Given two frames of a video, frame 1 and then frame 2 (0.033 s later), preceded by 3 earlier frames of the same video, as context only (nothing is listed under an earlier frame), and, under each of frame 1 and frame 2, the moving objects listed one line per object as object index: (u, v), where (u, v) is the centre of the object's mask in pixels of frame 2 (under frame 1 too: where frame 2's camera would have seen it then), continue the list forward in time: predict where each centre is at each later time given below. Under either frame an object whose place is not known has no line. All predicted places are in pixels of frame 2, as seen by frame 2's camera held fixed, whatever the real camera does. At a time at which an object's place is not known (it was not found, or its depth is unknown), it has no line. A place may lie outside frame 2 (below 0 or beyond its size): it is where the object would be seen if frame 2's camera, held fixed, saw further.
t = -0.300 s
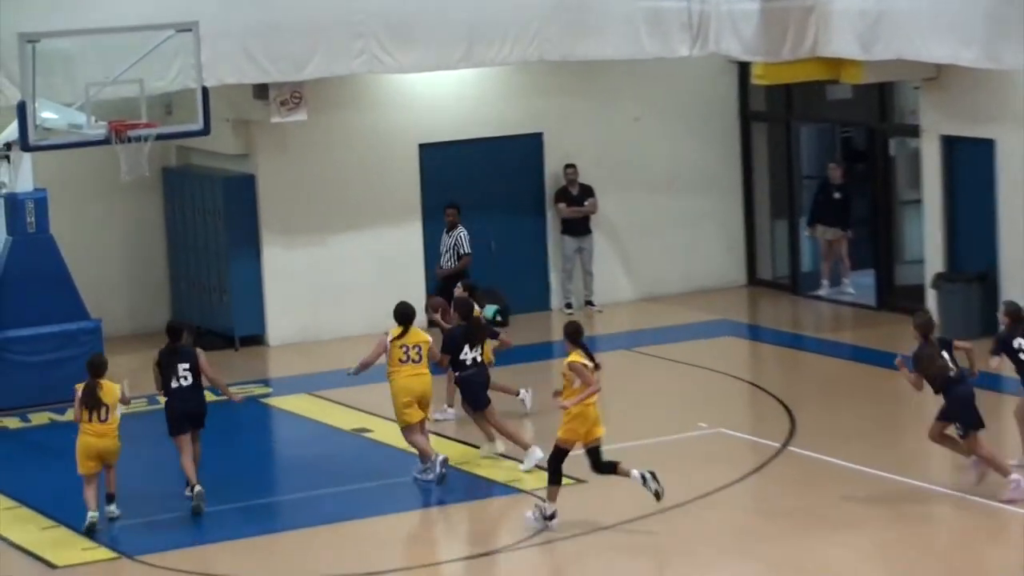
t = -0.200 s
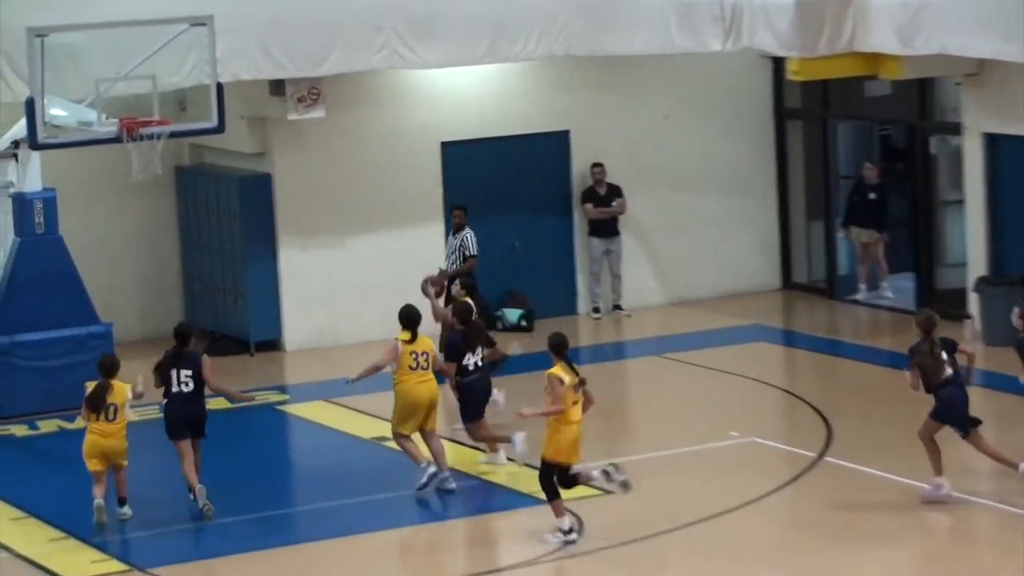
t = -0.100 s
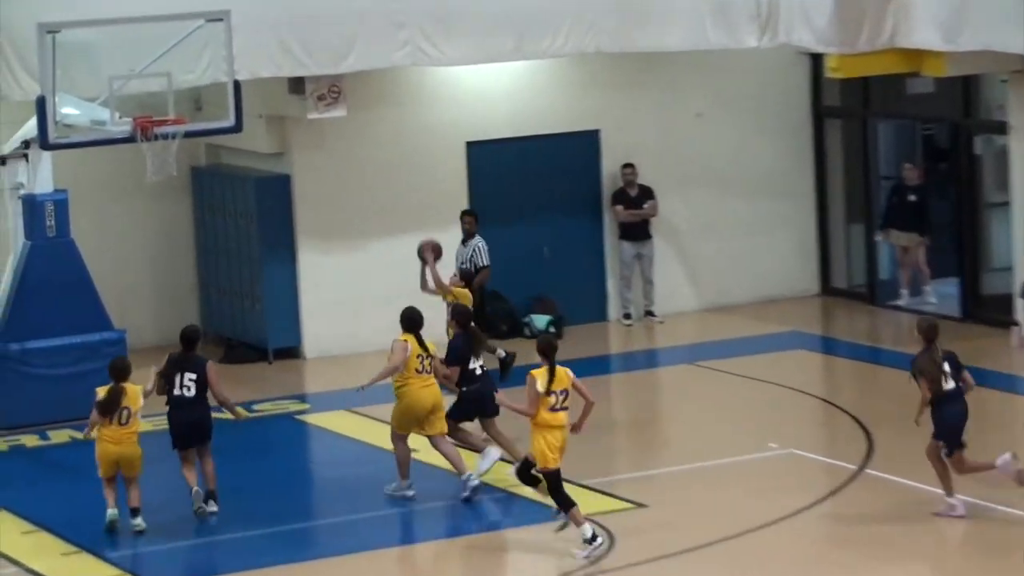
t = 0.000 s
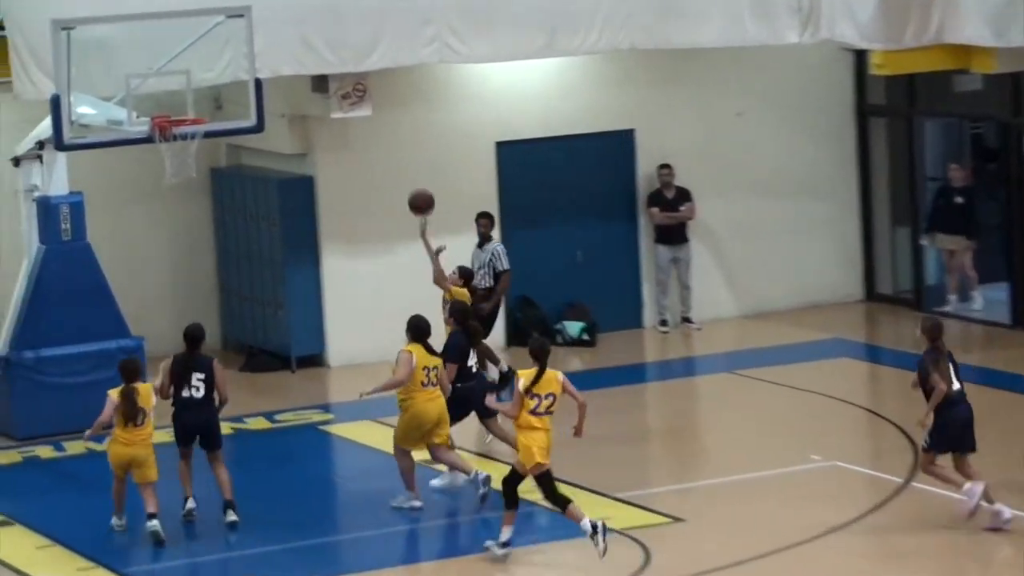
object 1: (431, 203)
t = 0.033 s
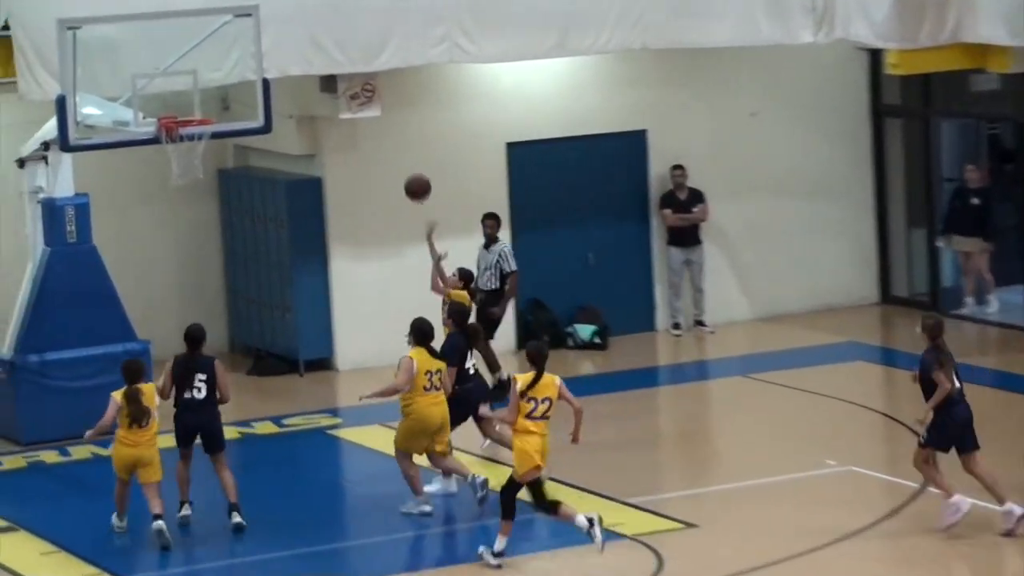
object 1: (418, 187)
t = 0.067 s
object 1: (404, 172)
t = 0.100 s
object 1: (391, 158)
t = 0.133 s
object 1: (378, 146)
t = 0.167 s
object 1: (365, 134)
